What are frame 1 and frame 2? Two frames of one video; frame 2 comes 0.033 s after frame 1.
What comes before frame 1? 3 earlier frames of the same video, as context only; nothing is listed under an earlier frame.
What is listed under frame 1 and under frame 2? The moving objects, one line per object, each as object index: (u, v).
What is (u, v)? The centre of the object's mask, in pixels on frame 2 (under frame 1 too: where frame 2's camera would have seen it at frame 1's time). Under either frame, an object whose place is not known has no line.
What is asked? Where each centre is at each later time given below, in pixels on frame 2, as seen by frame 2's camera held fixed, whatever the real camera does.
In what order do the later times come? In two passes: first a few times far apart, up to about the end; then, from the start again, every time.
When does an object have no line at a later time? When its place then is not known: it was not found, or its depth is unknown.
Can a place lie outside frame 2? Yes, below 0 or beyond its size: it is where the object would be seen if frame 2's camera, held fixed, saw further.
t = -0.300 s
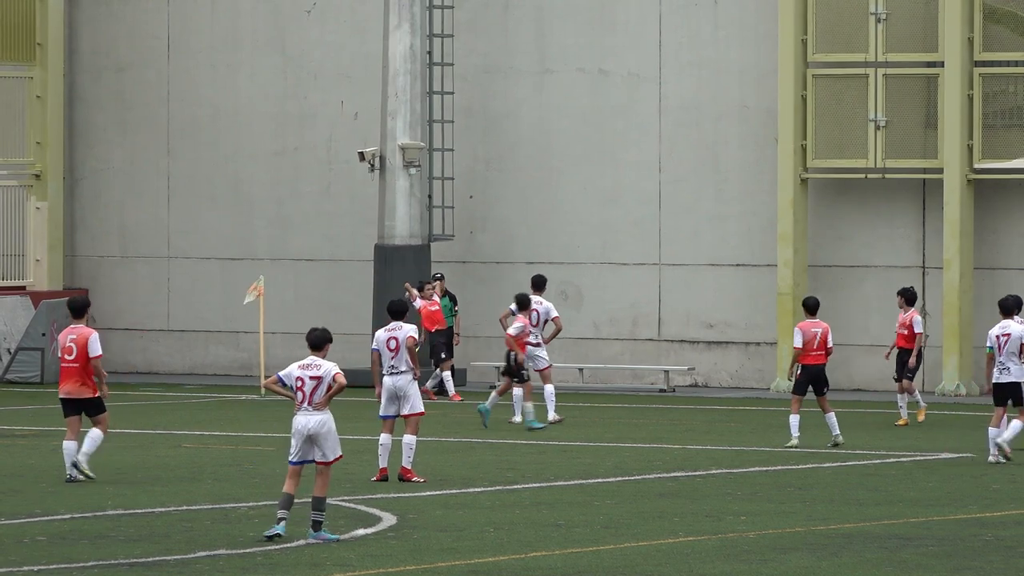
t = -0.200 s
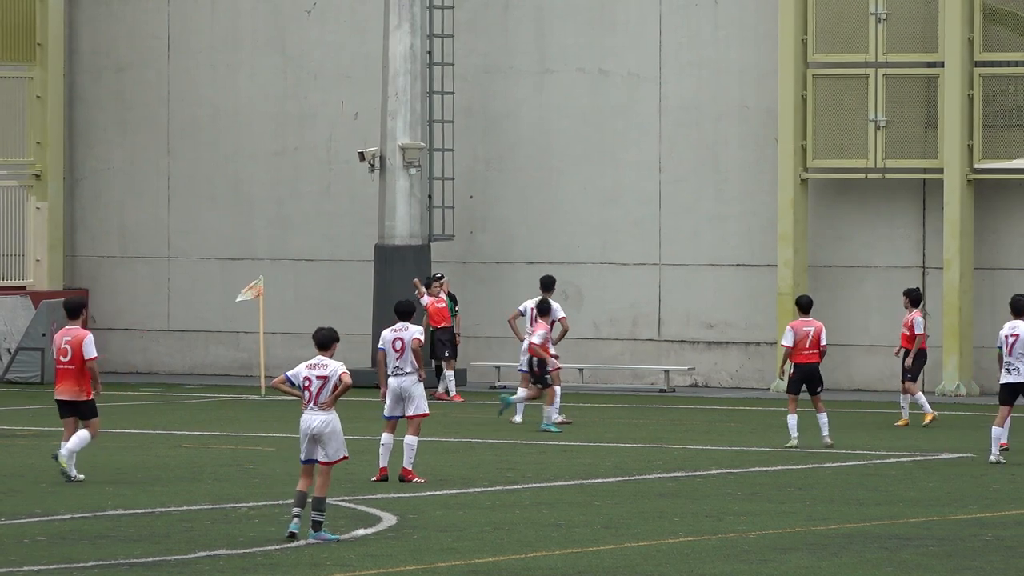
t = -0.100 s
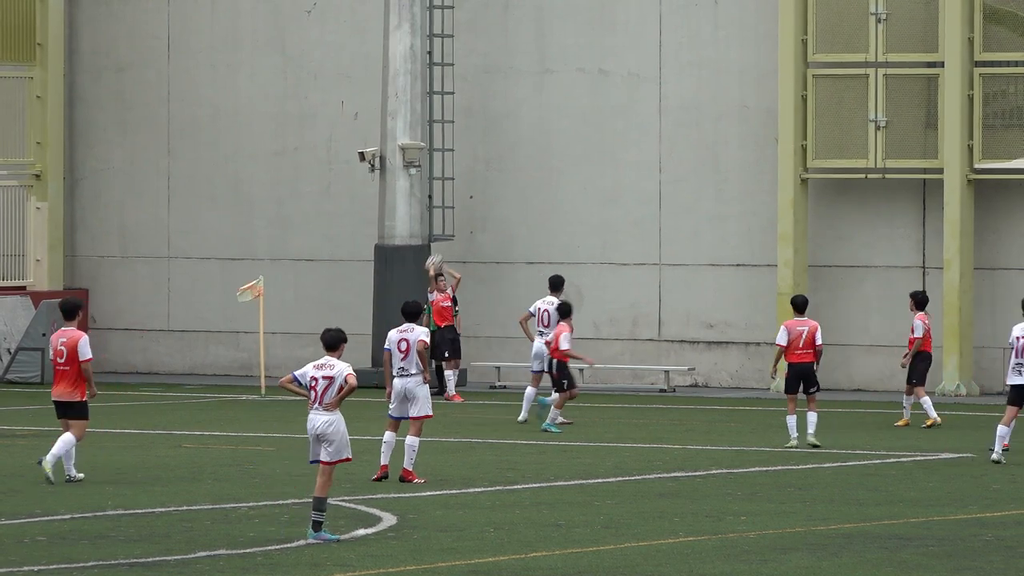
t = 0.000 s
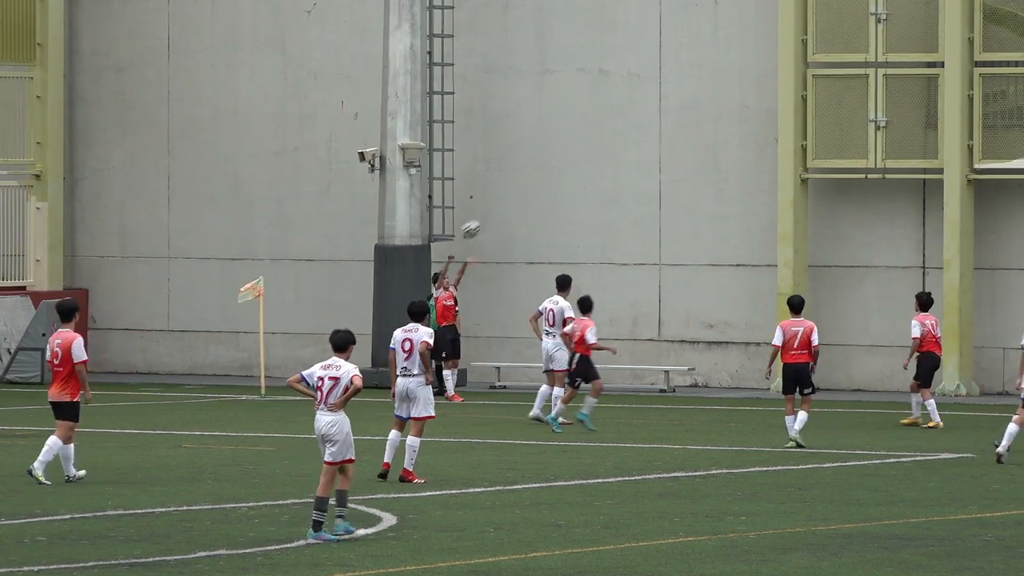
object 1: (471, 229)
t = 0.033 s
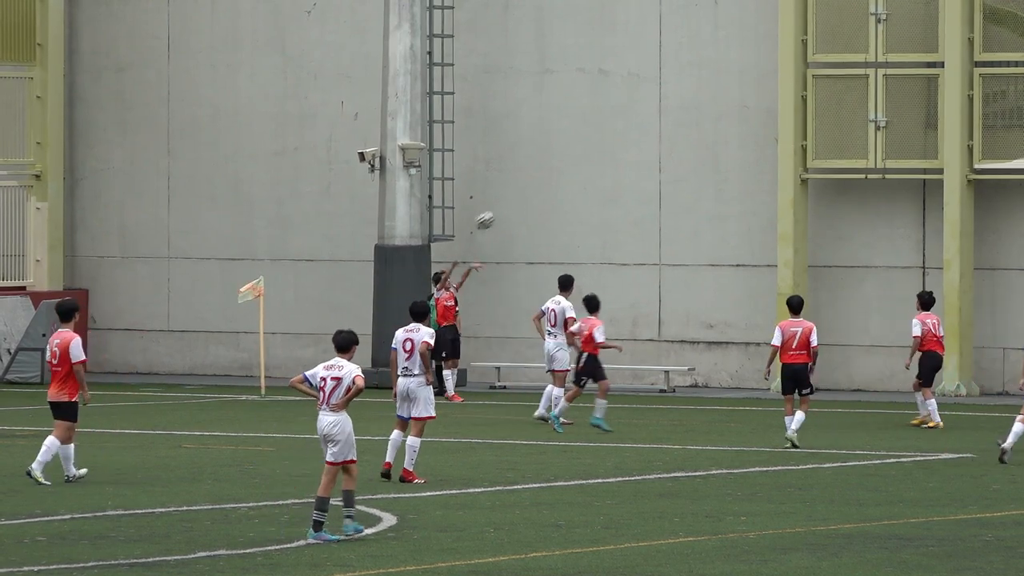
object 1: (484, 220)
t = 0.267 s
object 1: (588, 181)
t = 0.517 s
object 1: (697, 175)
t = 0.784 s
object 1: (809, 219)
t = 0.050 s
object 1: (492, 216)
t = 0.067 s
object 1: (499, 212)
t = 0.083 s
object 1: (507, 209)
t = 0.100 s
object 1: (515, 205)
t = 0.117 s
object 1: (522, 203)
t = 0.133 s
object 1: (529, 200)
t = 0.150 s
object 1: (536, 197)
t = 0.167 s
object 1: (544, 194)
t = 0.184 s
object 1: (551, 192)
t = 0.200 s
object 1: (558, 189)
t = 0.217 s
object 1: (566, 187)
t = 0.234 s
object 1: (574, 185)
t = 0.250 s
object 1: (581, 183)
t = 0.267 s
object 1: (588, 181)
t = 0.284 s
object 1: (596, 180)
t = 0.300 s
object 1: (603, 179)
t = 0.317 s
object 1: (611, 177)
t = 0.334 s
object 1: (618, 176)
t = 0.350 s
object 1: (625, 175)
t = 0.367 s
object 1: (632, 174)
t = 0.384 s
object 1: (639, 174)
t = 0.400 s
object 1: (646, 173)
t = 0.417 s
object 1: (653, 173)
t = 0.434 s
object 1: (661, 173)
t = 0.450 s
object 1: (668, 173)
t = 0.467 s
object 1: (675, 173)
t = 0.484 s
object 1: (683, 174)
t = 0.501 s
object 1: (690, 174)
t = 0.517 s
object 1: (697, 175)
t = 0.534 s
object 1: (703, 176)
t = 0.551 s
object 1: (711, 178)
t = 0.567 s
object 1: (718, 179)
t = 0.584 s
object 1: (725, 181)
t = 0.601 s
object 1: (732, 183)
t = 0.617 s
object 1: (738, 185)
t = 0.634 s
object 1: (746, 187)
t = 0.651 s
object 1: (753, 190)
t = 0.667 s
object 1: (760, 192)
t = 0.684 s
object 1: (766, 195)
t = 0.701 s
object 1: (773, 199)
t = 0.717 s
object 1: (781, 203)
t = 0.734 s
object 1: (788, 206)
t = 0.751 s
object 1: (795, 210)
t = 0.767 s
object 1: (801, 214)
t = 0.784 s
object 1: (809, 219)
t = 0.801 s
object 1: (815, 223)
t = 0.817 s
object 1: (822, 228)
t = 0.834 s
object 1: (830, 233)
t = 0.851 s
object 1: (836, 239)
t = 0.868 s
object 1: (844, 244)
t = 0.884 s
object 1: (851, 250)
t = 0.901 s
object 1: (858, 257)
